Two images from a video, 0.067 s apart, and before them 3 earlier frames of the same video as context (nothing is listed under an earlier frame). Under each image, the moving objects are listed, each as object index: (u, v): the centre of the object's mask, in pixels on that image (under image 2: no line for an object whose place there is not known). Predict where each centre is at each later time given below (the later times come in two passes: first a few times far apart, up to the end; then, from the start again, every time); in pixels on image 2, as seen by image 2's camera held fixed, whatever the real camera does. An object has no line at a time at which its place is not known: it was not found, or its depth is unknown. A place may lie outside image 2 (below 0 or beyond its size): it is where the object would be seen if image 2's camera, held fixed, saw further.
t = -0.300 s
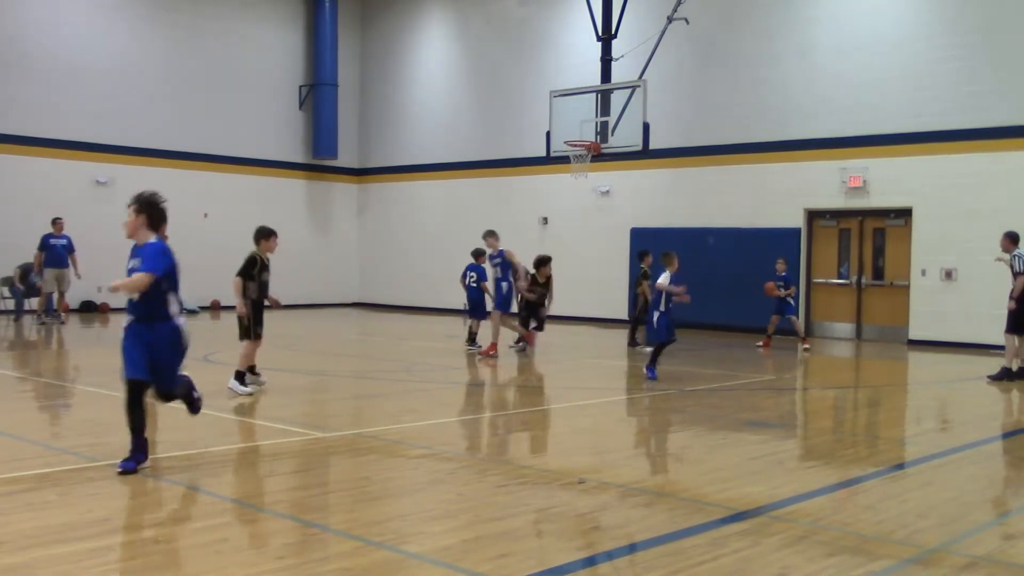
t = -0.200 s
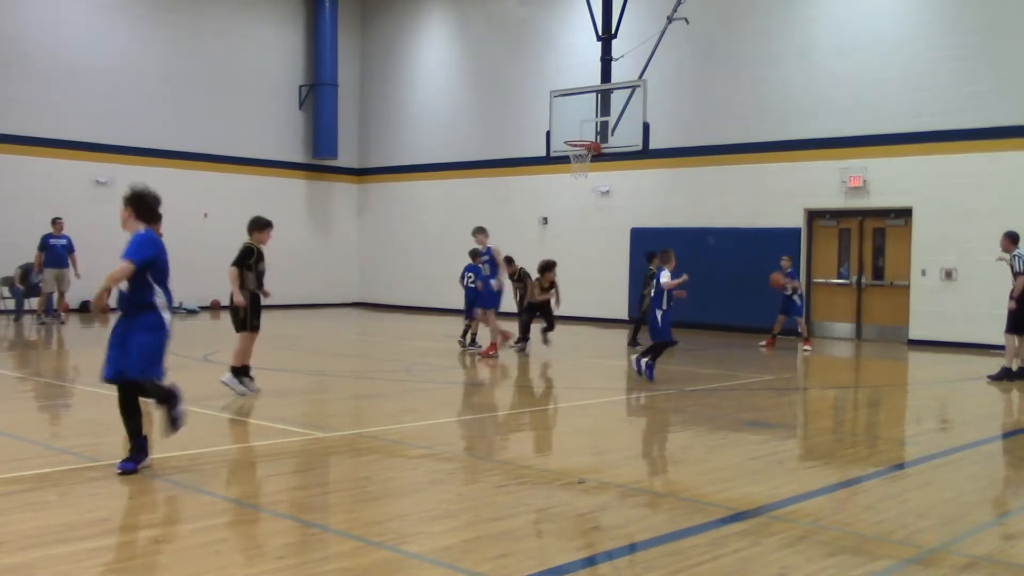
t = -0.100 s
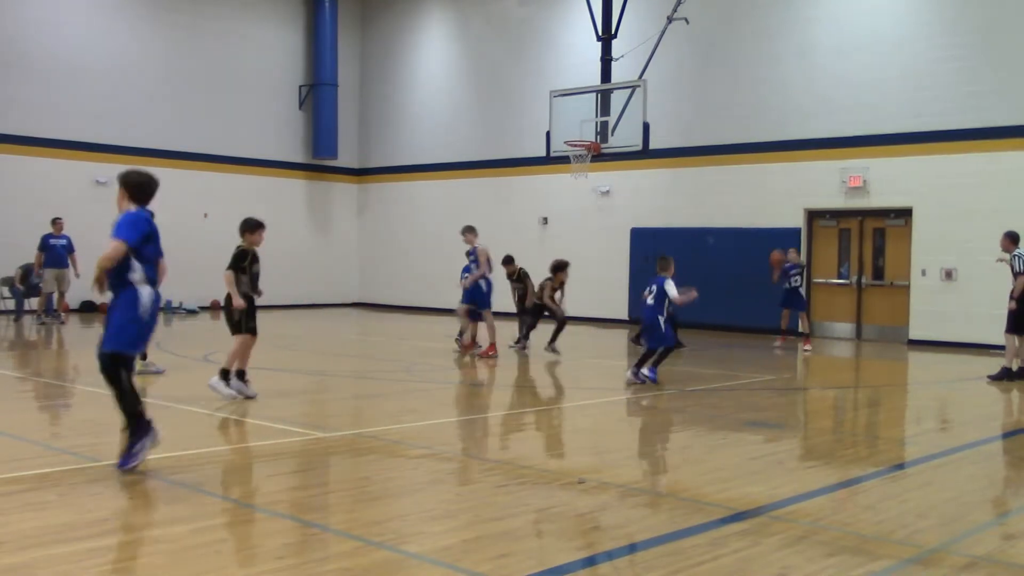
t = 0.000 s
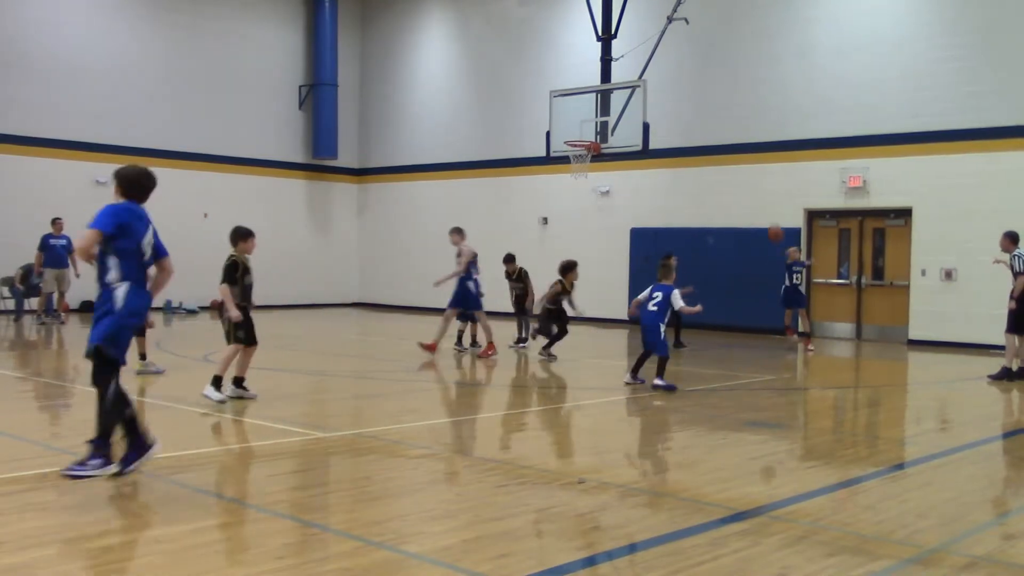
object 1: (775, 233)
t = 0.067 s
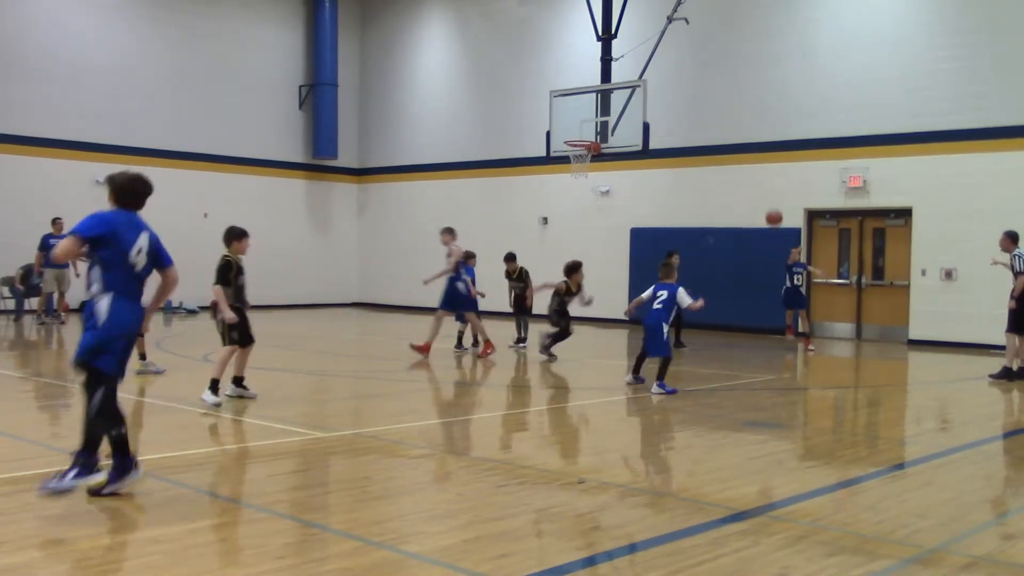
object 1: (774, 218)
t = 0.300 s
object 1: (768, 185)
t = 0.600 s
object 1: (759, 210)
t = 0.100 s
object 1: (773, 211)
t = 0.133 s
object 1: (773, 205)
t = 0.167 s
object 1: (772, 199)
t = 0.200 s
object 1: (771, 195)
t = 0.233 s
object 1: (770, 191)
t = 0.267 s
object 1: (769, 188)
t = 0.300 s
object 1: (768, 185)
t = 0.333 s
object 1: (768, 184)
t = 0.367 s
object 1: (766, 183)
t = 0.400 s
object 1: (765, 184)
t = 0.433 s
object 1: (765, 186)
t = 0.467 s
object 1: (763, 188)
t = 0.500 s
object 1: (762, 192)
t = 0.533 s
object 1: (761, 197)
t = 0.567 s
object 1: (760, 203)
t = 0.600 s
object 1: (759, 210)
